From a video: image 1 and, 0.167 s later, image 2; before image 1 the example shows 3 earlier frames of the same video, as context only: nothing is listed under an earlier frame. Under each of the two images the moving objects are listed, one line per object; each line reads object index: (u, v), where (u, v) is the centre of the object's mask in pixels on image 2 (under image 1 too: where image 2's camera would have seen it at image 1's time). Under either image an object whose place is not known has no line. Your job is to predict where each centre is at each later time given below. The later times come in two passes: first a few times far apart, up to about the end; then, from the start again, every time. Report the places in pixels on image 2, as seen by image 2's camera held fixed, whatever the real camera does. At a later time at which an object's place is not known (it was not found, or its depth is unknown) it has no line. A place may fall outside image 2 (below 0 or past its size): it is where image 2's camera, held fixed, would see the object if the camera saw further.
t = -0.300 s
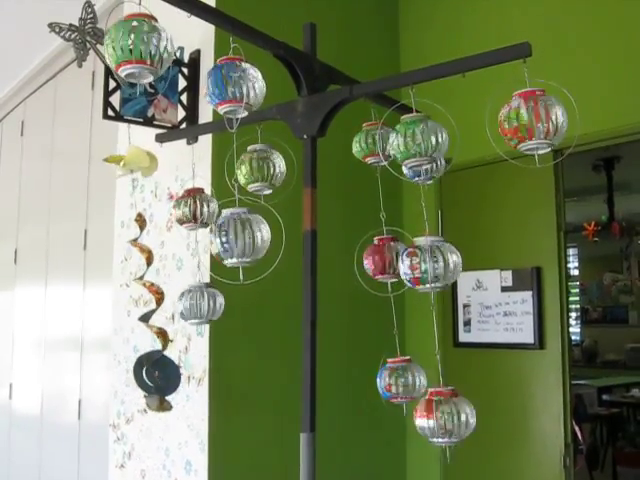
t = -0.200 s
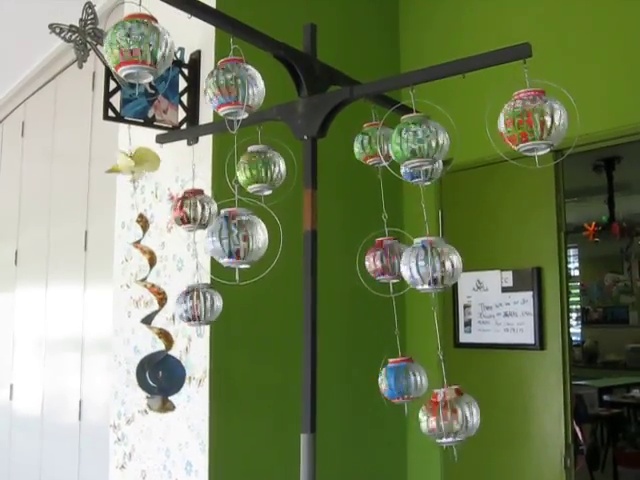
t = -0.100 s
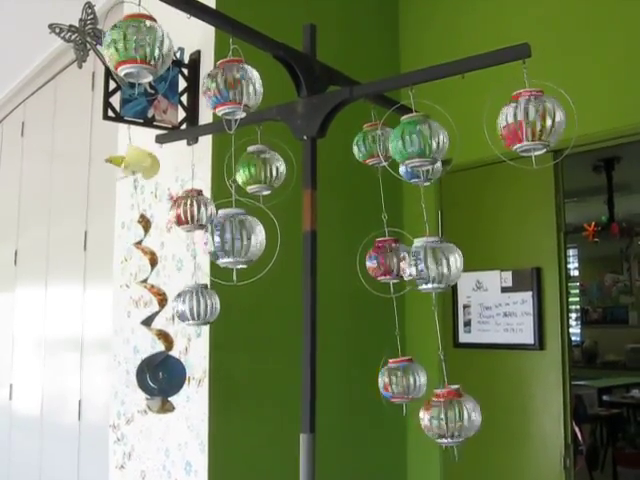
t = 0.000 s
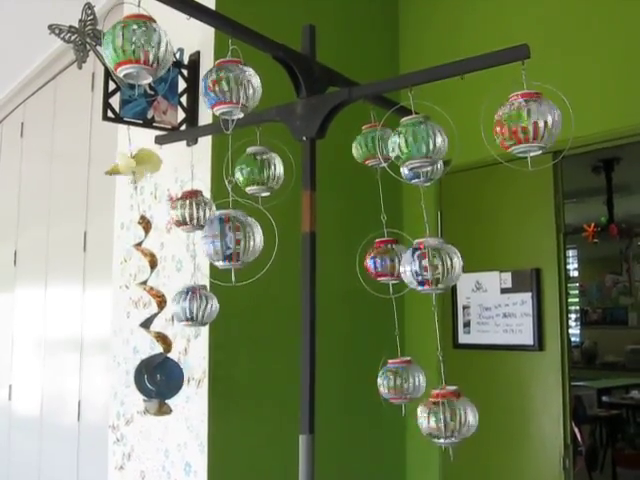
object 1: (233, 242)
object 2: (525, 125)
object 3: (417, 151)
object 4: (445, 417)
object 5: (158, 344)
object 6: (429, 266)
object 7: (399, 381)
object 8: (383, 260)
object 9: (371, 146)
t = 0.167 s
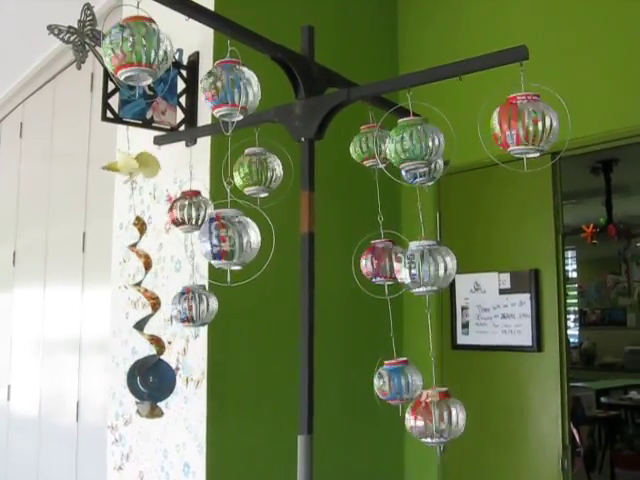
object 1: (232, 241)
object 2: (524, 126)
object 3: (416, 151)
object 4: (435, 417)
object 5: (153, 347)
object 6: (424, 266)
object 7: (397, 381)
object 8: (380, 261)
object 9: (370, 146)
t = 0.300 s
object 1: (237, 241)
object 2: (527, 125)
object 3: (415, 151)
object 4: (428, 418)
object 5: (147, 349)
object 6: (419, 267)
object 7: (393, 381)
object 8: (377, 260)
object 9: (368, 146)
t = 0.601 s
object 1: (242, 241)
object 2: (528, 125)
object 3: (413, 151)
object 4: (418, 419)
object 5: (135, 349)
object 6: (418, 267)
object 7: (385, 382)
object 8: (375, 261)
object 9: (368, 145)
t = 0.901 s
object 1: (237, 242)
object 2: (525, 125)
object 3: (415, 150)
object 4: (429, 419)
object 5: (131, 350)
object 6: (420, 266)
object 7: (390, 383)
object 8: (376, 260)
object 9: (368, 145)
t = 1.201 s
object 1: (228, 242)
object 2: (526, 124)
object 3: (416, 150)
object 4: (433, 419)
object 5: (138, 348)
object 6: (424, 266)
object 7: (395, 382)
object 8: (380, 260)
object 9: (370, 146)
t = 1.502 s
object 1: (229, 242)
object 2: (526, 125)
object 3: (414, 151)
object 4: (426, 418)
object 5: (155, 347)
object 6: (420, 267)
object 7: (391, 382)
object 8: (377, 260)
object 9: (368, 146)
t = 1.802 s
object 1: (239, 241)
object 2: (523, 125)
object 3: (413, 151)
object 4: (417, 416)
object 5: (170, 345)
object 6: (414, 268)
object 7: (381, 382)
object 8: (371, 262)
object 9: (367, 146)
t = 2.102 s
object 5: (162, 347)
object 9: (367, 146)
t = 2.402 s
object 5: (135, 347)
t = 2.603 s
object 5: (122, 349)
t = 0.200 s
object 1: (232, 241)
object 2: (524, 126)
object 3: (416, 151)
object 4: (434, 417)
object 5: (152, 347)
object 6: (423, 267)
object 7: (396, 381)
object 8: (379, 261)
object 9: (369, 146)
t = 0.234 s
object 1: (232, 241)
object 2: (525, 126)
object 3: (415, 151)
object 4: (431, 417)
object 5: (150, 348)
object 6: (422, 267)
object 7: (395, 381)
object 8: (378, 261)
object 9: (369, 146)
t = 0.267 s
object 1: (233, 241)
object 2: (526, 125)
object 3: (415, 151)
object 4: (429, 417)
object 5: (147, 346)
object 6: (420, 268)
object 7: (394, 381)
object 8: (378, 261)
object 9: (368, 146)
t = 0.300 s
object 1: (237, 241)
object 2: (527, 125)
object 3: (415, 151)
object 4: (428, 418)
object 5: (147, 349)
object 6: (419, 267)
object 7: (393, 381)
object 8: (377, 260)
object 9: (368, 146)
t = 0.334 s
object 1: (236, 241)
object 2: (527, 125)
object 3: (415, 150)
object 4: (427, 418)
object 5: (144, 348)
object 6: (418, 267)
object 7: (391, 381)
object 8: (376, 260)
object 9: (368, 146)
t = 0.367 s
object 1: (237, 241)
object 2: (528, 125)
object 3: (415, 150)
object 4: (424, 417)
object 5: (142, 348)
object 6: (418, 267)
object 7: (390, 381)
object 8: (376, 260)
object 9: (368, 146)
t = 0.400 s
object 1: (238, 241)
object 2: (529, 125)
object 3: (415, 151)
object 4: (422, 417)
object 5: (142, 349)
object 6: (418, 267)
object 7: (388, 381)
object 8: (375, 261)
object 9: (368, 146)
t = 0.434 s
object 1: (239, 241)
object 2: (529, 125)
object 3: (414, 151)
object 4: (421, 418)
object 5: (139, 348)
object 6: (418, 267)
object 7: (387, 381)
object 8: (375, 261)
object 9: (368, 146)
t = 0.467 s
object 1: (240, 241)
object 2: (530, 124)
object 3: (414, 151)
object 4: (419, 418)
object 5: (138, 348)
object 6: (417, 267)
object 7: (386, 381)
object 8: (375, 260)
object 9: (369, 146)
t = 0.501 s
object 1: (238, 240)
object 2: (530, 125)
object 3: (414, 151)
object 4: (418, 418)
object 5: (137, 348)
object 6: (417, 267)
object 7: (385, 381)
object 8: (375, 260)
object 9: (368, 146)
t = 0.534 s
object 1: (241, 241)
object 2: (529, 125)
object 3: (414, 151)
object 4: (417, 418)
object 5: (137, 349)
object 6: (418, 267)
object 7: (385, 381)
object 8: (375, 260)
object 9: (369, 146)
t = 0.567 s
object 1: (242, 241)
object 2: (529, 125)
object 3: (414, 151)
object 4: (417, 418)
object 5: (135, 348)
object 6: (418, 267)
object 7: (385, 382)
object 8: (375, 261)
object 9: (368, 146)
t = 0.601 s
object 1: (242, 241)
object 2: (528, 125)
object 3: (413, 151)
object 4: (418, 419)
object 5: (135, 349)
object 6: (418, 267)
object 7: (385, 382)
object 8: (375, 261)
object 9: (368, 145)
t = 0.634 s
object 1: (243, 241)
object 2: (528, 125)
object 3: (413, 151)
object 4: (418, 420)
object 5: (134, 349)
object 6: (418, 267)
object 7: (385, 383)
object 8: (375, 260)
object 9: (368, 146)
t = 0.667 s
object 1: (243, 241)
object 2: (527, 125)
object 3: (414, 151)
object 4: (419, 419)
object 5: (132, 348)
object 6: (419, 267)
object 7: (385, 383)
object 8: (376, 260)
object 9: (369, 146)
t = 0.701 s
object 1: (243, 241)
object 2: (527, 125)
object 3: (414, 151)
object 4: (421, 420)
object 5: (132, 349)
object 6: (418, 266)
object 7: (385, 383)
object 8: (376, 260)
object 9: (368, 146)
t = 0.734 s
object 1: (242, 241)
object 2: (526, 125)
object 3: (414, 151)
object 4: (423, 420)
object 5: (132, 349)
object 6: (418, 267)
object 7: (386, 383)
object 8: (375, 260)
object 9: (368, 145)
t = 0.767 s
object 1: (242, 242)
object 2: (525, 125)
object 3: (414, 151)
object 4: (424, 420)
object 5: (131, 348)
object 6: (418, 267)
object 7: (387, 383)
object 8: (375, 260)
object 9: (368, 145)
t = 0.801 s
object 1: (241, 241)
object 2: (525, 125)
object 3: (414, 150)
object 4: (425, 420)
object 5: (131, 348)
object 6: (418, 266)
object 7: (387, 383)
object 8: (375, 259)
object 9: (368, 145)
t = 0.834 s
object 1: (240, 242)
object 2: (525, 125)
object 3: (414, 150)
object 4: (427, 420)
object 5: (131, 349)
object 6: (418, 266)
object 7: (388, 383)
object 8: (375, 259)
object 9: (368, 145)
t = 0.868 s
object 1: (239, 242)
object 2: (525, 125)
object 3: (415, 150)
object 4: (428, 420)
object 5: (130, 349)
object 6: (419, 266)
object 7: (389, 383)
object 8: (376, 259)
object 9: (368, 145)
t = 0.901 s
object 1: (237, 242)
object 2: (525, 125)
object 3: (415, 150)
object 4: (429, 419)
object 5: (131, 350)
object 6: (420, 266)
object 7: (390, 383)
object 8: (376, 260)
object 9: (368, 145)
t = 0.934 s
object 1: (236, 242)
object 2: (525, 125)
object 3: (415, 150)
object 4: (430, 420)
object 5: (131, 349)
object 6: (420, 266)
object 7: (392, 383)
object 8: (376, 260)
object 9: (369, 146)
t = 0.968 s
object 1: (235, 242)
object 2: (525, 125)
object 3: (415, 150)
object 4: (431, 420)
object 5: (131, 349)
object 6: (421, 266)
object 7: (392, 383)
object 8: (377, 260)
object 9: (368, 145)
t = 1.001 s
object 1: (233, 242)
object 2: (525, 125)
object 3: (416, 150)
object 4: (431, 421)
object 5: (132, 349)
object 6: (422, 266)
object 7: (393, 383)
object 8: (378, 260)
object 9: (369, 146)
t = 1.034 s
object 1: (232, 241)
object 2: (524, 125)
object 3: (416, 150)
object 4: (432, 421)
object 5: (133, 348)
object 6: (423, 266)
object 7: (394, 383)
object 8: (378, 260)
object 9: (369, 146)
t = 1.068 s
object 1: (232, 242)
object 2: (524, 125)
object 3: (416, 150)
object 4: (432, 420)
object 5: (133, 348)
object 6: (423, 266)
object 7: (394, 383)
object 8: (379, 260)
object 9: (369, 145)
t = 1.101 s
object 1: (231, 242)
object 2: (525, 125)
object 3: (416, 150)
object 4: (433, 420)
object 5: (135, 349)
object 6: (424, 266)
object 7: (395, 382)
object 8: (380, 260)
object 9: (369, 146)
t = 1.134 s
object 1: (229, 243)
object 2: (525, 125)
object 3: (415, 150)
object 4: (433, 420)
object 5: (136, 350)
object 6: (425, 266)
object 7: (395, 382)
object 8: (380, 260)
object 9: (369, 146)
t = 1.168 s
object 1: (229, 242)
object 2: (525, 125)
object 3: (416, 150)
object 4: (434, 420)
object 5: (136, 348)
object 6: (424, 266)
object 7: (395, 383)
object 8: (380, 260)
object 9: (369, 146)
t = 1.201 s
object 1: (228, 242)
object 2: (526, 124)
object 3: (416, 150)
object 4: (433, 419)
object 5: (138, 348)
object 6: (424, 266)
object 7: (395, 382)
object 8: (380, 260)
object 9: (370, 146)
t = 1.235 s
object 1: (227, 242)
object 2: (526, 125)
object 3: (415, 150)
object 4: (433, 419)
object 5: (140, 349)
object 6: (423, 266)
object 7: (396, 383)
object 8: (379, 260)
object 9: (369, 146)
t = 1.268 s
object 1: (227, 242)
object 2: (527, 125)
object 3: (415, 150)
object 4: (432, 419)
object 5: (141, 349)
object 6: (422, 266)
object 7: (396, 382)
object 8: (379, 260)
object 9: (369, 146)
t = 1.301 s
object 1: (227, 242)
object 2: (527, 125)
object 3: (414, 150)
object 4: (432, 418)
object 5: (143, 348)
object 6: (422, 266)
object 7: (395, 382)
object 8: (379, 260)
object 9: (369, 146)
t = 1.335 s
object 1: (227, 242)
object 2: (527, 125)
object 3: (414, 151)
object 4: (431, 418)
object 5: (146, 348)
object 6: (421, 266)
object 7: (395, 382)
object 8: (378, 260)
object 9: (369, 146)
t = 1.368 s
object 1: (227, 242)
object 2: (527, 125)
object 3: (414, 151)
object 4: (430, 418)
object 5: (146, 346)
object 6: (421, 267)
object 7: (394, 382)
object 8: (378, 261)
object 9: (369, 146)
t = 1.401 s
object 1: (227, 241)
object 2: (527, 125)
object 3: (414, 151)
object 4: (430, 419)
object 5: (149, 347)
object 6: (420, 266)
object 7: (394, 382)
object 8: (378, 260)
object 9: (369, 146)
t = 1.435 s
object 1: (228, 242)
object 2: (527, 125)
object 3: (414, 151)
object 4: (429, 418)
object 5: (150, 346)
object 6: (421, 266)
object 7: (393, 382)
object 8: (377, 260)
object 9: (369, 146)
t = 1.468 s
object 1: (229, 242)
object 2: (527, 125)
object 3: (413, 151)
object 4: (427, 418)
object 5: (153, 347)
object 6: (423, 266)
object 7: (392, 382)
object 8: (377, 260)
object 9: (369, 146)
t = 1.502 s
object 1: (229, 242)
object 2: (526, 125)
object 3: (414, 151)
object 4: (426, 418)
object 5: (155, 347)
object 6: (420, 267)
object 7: (391, 382)
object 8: (377, 260)
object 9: (368, 146)
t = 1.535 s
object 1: (232, 242)
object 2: (526, 125)
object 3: (413, 151)
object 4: (424, 417)
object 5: (157, 348)
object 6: (419, 267)
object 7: (389, 382)
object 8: (376, 260)
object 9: (368, 147)
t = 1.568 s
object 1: (232, 242)
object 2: (525, 125)
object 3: (413, 151)
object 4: (423, 417)
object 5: (158, 346)
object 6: (418, 267)
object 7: (388, 381)
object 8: (375, 261)
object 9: (368, 146)
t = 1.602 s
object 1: (233, 241)
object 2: (524, 125)
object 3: (413, 151)
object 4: (422, 417)
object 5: (160, 345)
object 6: (418, 267)
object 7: (387, 381)
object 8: (375, 261)
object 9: (368, 147)
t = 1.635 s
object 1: (234, 241)
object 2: (524, 125)
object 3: (413, 151)
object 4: (421, 417)
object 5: (163, 345)
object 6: (418, 267)
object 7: (386, 382)
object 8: (374, 261)
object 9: (368, 147)
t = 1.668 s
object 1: (235, 242)
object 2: (523, 125)
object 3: (413, 152)
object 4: (420, 417)
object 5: (165, 344)
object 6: (417, 267)
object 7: (385, 382)
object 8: (374, 261)
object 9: (368, 146)
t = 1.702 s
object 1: (236, 241)
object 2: (523, 125)
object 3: (413, 151)
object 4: (419, 417)
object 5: (168, 345)
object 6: (416, 267)
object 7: (384, 382)
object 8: (373, 261)
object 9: (368, 147)
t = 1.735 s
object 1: (238, 242)
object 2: (523, 125)
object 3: (413, 152)
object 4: (418, 416)
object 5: (168, 344)
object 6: (415, 268)
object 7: (383, 381)
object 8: (372, 261)
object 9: (367, 147)
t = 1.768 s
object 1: (238, 241)
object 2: (523, 125)
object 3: (413, 152)
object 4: (417, 416)
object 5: (169, 344)
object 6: (414, 267)
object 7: (381, 382)
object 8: (372, 262)
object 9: (367, 147)
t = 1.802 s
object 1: (239, 241)
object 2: (523, 125)
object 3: (413, 151)
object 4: (417, 416)
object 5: (170, 345)
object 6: (414, 268)
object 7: (381, 382)
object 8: (371, 262)
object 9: (367, 146)
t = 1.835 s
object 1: (240, 242)
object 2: (524, 125)
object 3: (413, 151)
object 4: (417, 416)
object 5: (171, 345)
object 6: (414, 267)
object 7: (379, 382)
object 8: (371, 261)
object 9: (367, 147)
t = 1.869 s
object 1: (240, 242)
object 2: (525, 125)
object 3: (413, 151)
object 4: (417, 416)
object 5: (170, 345)
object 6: (414, 268)
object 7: (378, 382)
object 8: (371, 261)
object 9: (367, 147)
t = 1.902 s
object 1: (240, 242)
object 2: (526, 125)
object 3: (412, 151)
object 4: (417, 416)
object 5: (170, 345)
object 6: (414, 268)
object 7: (378, 382)
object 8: (371, 261)
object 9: (367, 147)
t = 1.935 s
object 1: (241, 242)
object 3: (412, 152)
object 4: (417, 416)
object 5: (169, 345)
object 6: (414, 267)
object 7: (377, 382)
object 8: (371, 261)
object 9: (367, 147)
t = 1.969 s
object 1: (241, 242)
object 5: (168, 345)
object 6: (415, 268)
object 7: (377, 382)
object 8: (371, 261)
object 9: (366, 147)
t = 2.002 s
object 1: (241, 242)
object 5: (168, 346)
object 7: (376, 382)
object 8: (371, 262)
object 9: (367, 147)
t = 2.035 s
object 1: (240, 242)
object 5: (166, 346)
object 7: (376, 382)
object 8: (372, 261)
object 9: (367, 147)
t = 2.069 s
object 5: (164, 347)
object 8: (371, 262)
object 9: (367, 146)
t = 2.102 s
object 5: (162, 347)
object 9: (367, 146)
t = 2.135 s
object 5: (161, 349)
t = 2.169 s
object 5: (157, 347)
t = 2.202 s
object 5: (155, 348)
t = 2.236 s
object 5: (151, 347)
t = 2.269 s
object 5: (147, 347)
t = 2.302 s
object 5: (145, 347)
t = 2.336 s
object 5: (142, 348)
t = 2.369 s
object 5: (138, 346)
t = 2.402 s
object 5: (135, 347)
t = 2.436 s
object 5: (131, 347)
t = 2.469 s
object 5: (130, 348)
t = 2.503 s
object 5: (127, 348)
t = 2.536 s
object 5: (125, 348)
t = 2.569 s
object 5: (123, 348)
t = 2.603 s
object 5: (122, 349)
